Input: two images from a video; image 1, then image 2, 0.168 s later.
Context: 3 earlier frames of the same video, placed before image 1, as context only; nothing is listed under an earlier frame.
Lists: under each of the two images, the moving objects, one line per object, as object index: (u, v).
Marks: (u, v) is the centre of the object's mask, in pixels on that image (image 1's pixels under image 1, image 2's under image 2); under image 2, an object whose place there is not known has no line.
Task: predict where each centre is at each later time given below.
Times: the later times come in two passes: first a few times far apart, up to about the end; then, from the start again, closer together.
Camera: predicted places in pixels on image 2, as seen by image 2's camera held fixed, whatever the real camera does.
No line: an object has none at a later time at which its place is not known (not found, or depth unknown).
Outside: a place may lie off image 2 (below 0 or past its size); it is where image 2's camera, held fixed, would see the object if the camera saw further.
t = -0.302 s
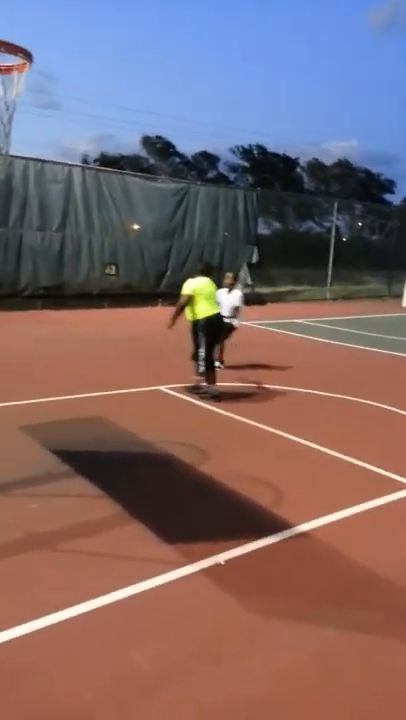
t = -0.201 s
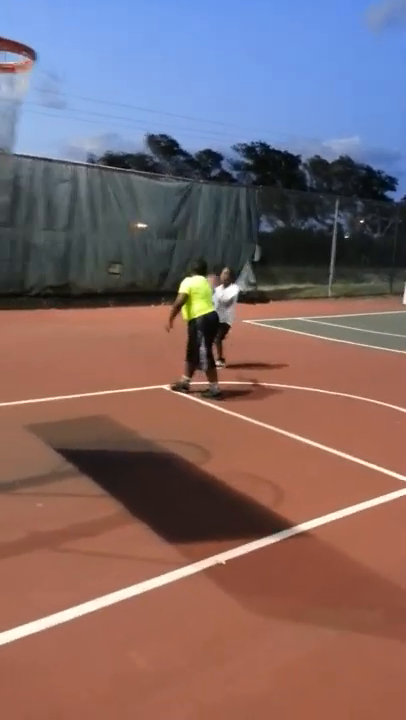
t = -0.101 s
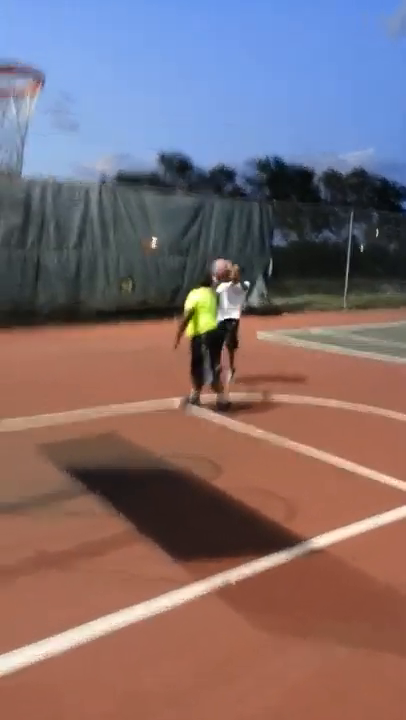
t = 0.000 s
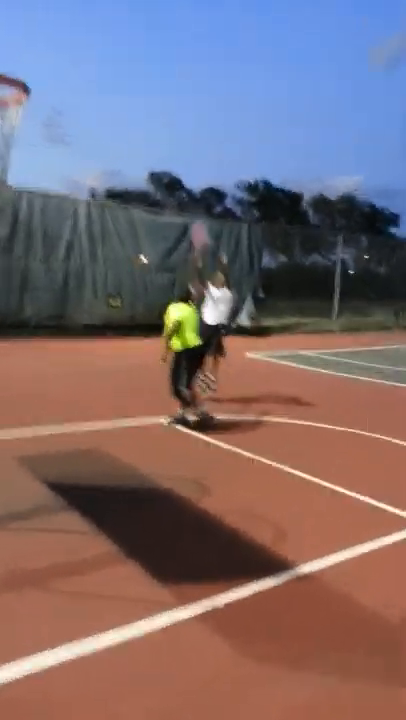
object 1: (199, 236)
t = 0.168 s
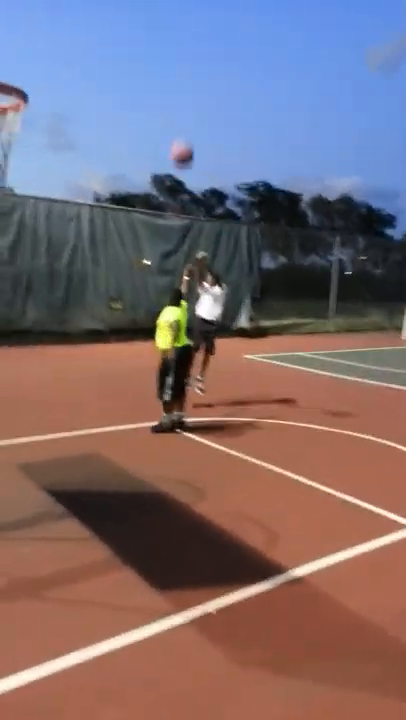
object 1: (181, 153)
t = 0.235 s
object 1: (172, 124)
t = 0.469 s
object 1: (140, 45)
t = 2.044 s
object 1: (-122, 319)
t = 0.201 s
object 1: (177, 138)
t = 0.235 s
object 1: (172, 124)
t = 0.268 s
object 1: (169, 110)
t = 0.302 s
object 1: (164, 97)
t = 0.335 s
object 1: (159, 85)
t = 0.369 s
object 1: (154, 74)
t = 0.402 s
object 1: (149, 62)
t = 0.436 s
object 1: (147, 53)
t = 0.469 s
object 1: (140, 45)
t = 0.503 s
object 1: (135, 37)
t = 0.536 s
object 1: (129, 30)
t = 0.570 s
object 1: (122, 25)
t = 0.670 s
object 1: (97, 17)
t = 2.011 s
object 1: (-125, 327)
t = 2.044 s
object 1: (-122, 319)
